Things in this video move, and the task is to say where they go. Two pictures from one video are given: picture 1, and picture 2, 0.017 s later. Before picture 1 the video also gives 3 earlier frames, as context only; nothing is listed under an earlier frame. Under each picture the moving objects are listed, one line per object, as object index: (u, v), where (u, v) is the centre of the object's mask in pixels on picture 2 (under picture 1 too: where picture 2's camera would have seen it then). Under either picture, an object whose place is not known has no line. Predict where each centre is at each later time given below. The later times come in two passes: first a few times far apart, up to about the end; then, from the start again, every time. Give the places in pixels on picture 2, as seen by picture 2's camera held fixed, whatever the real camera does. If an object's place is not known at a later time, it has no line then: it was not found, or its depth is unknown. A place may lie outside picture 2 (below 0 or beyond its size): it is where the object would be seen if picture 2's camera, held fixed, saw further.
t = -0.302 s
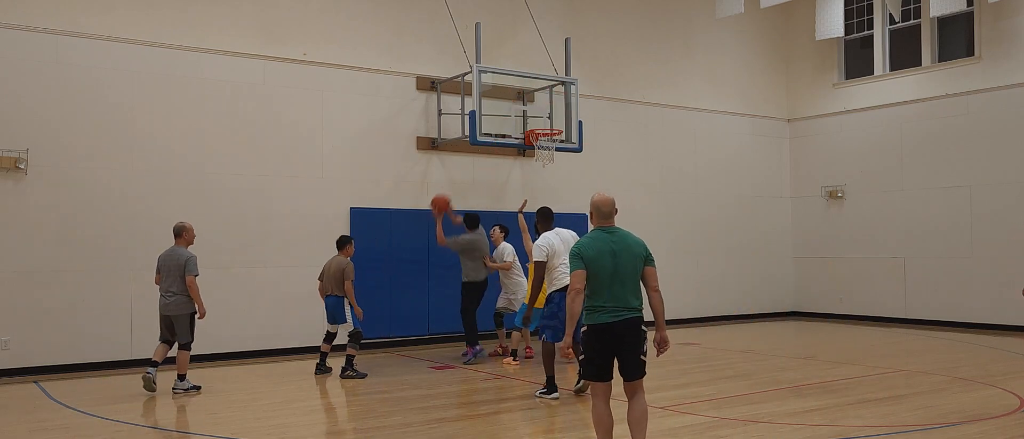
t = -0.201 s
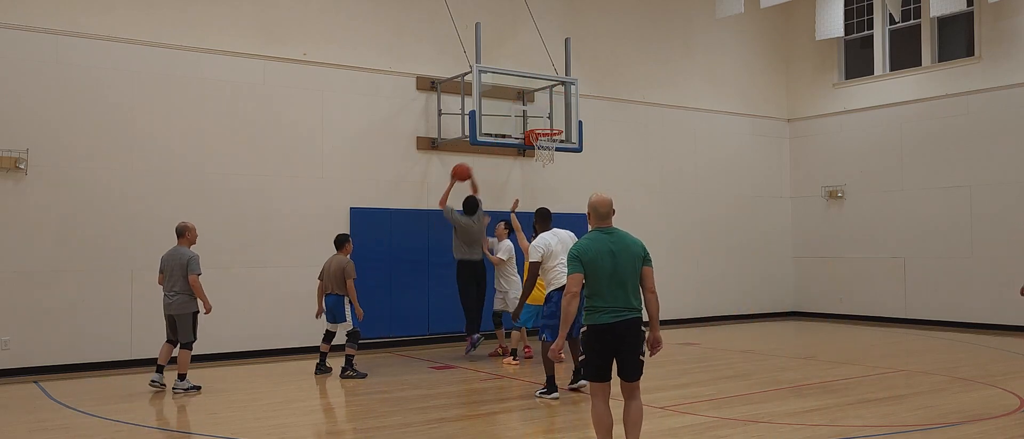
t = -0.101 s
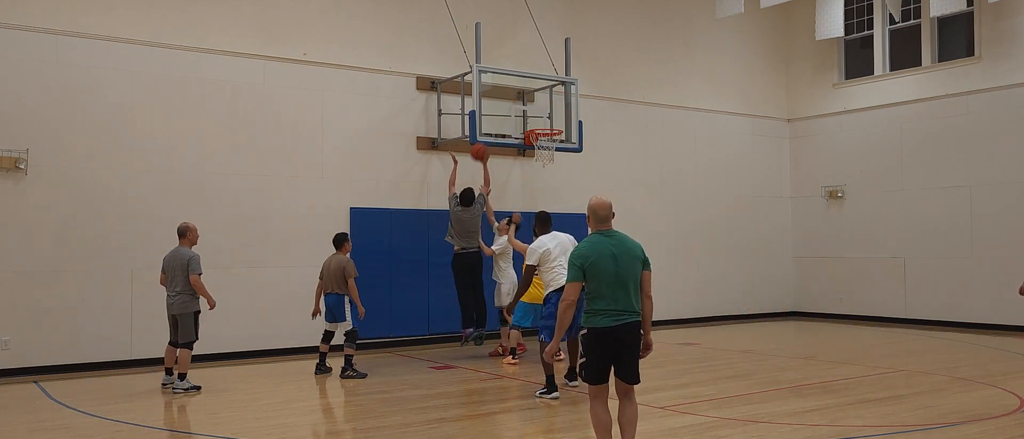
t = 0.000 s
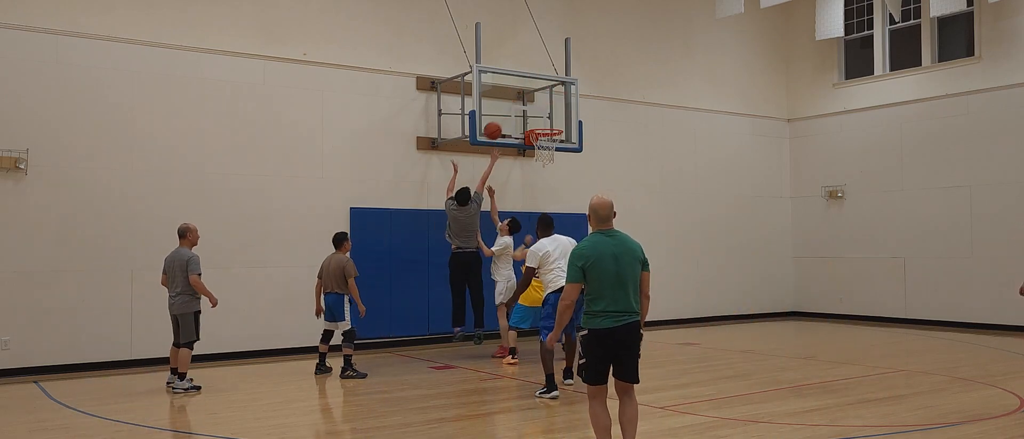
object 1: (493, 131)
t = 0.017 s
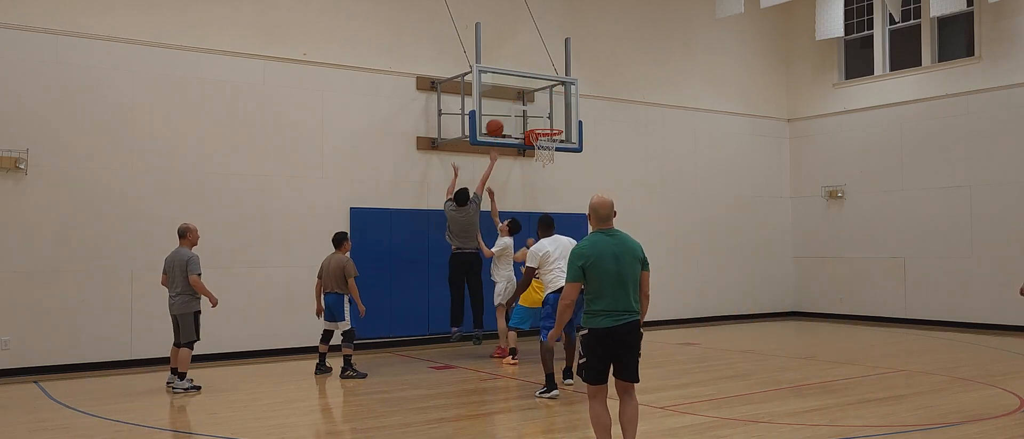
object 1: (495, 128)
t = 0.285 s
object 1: (528, 111)
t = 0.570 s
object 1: (553, 115)
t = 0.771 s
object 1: (550, 118)
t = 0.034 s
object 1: (497, 125)
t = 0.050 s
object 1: (498, 123)
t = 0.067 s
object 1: (500, 121)
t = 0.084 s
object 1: (503, 119)
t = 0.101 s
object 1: (504, 117)
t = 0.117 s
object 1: (506, 116)
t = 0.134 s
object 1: (508, 114)
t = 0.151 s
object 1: (510, 113)
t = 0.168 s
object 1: (512, 112)
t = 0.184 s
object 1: (514, 112)
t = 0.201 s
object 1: (516, 111)
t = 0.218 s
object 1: (517, 111)
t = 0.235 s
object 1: (520, 111)
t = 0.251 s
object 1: (523, 111)
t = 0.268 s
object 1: (525, 111)
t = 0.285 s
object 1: (528, 111)
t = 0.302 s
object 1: (531, 112)
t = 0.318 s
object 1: (534, 113)
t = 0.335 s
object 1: (537, 114)
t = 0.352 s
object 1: (539, 115)
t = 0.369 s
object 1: (542, 117)
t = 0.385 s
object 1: (545, 119)
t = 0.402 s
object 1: (548, 120)
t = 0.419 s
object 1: (550, 122)
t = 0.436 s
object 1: (553, 123)
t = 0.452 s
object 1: (555, 124)
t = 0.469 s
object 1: (555, 123)
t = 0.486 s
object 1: (554, 121)
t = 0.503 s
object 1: (554, 120)
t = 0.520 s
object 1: (554, 119)
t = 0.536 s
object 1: (554, 117)
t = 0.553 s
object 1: (553, 116)
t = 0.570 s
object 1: (553, 115)
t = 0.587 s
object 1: (553, 114)
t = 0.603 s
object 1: (553, 113)
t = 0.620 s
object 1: (552, 113)
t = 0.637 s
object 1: (552, 113)
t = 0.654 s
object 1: (552, 113)
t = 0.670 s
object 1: (552, 113)
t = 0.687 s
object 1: (551, 113)
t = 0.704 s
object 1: (551, 113)
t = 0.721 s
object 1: (551, 114)
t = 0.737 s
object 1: (551, 115)
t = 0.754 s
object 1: (550, 116)
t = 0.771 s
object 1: (550, 118)
